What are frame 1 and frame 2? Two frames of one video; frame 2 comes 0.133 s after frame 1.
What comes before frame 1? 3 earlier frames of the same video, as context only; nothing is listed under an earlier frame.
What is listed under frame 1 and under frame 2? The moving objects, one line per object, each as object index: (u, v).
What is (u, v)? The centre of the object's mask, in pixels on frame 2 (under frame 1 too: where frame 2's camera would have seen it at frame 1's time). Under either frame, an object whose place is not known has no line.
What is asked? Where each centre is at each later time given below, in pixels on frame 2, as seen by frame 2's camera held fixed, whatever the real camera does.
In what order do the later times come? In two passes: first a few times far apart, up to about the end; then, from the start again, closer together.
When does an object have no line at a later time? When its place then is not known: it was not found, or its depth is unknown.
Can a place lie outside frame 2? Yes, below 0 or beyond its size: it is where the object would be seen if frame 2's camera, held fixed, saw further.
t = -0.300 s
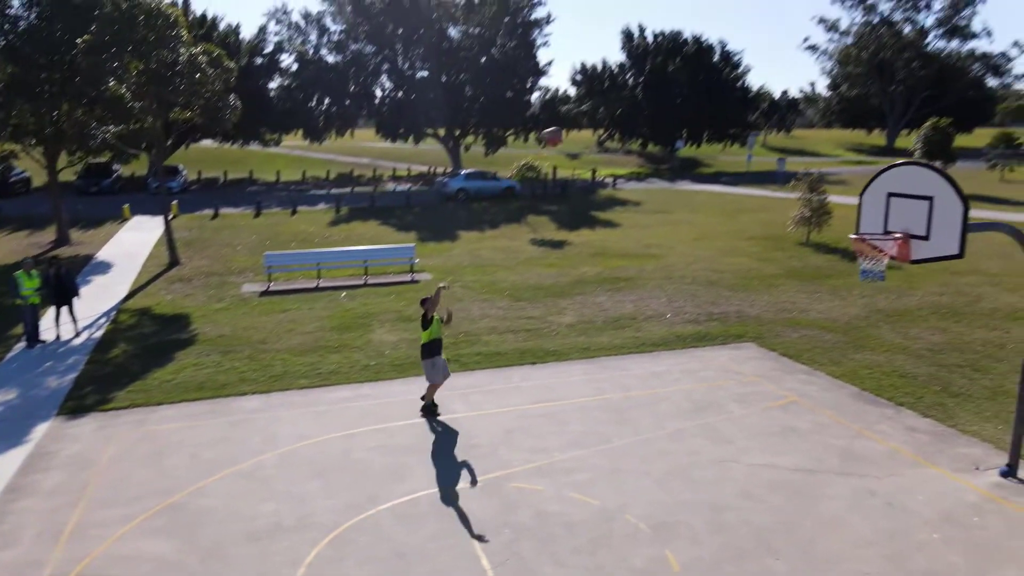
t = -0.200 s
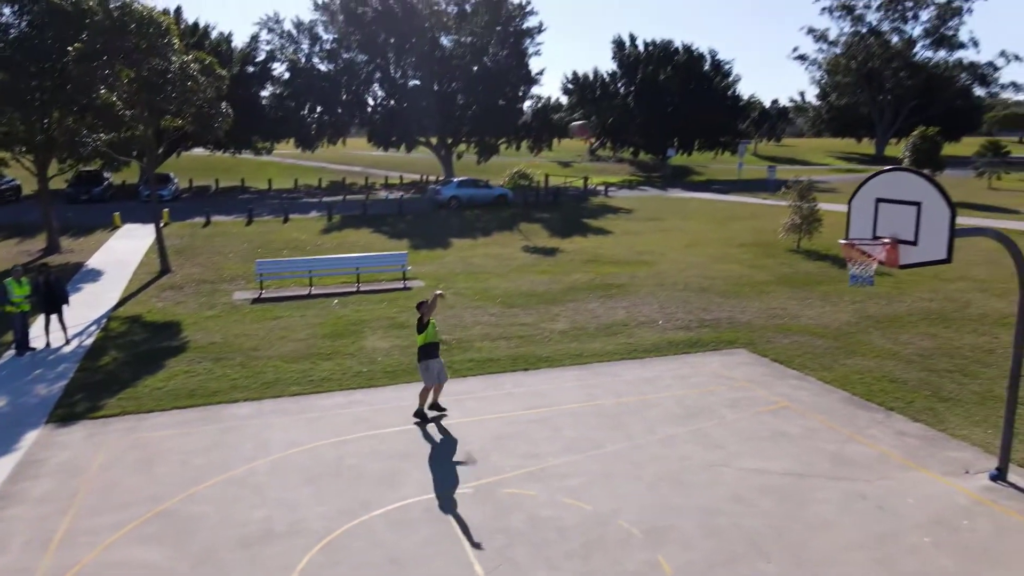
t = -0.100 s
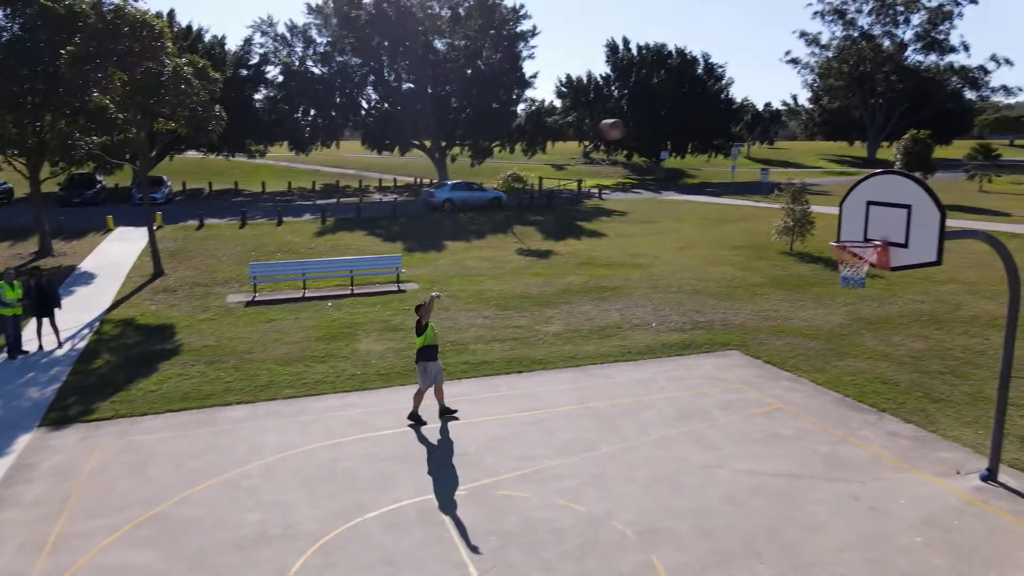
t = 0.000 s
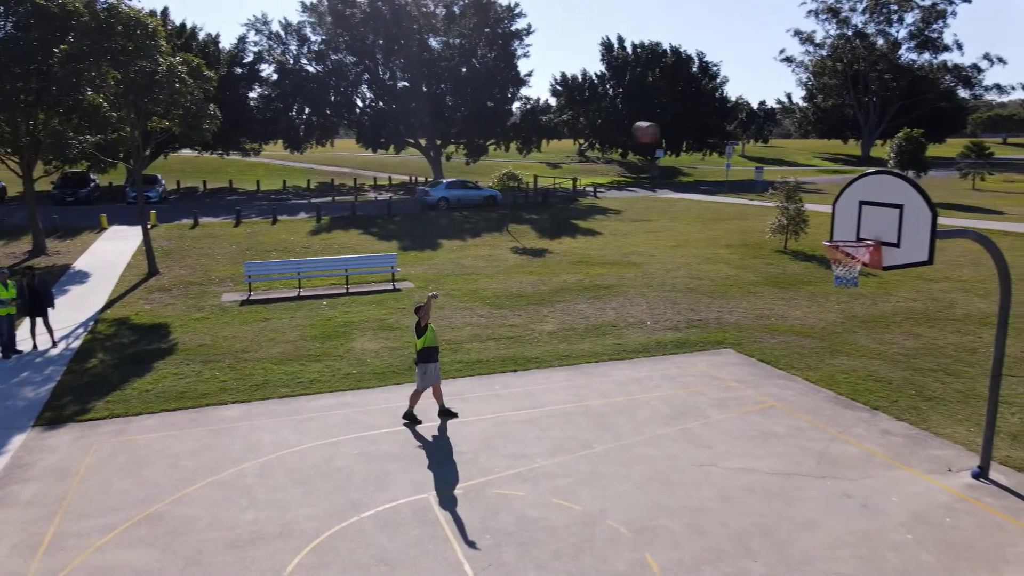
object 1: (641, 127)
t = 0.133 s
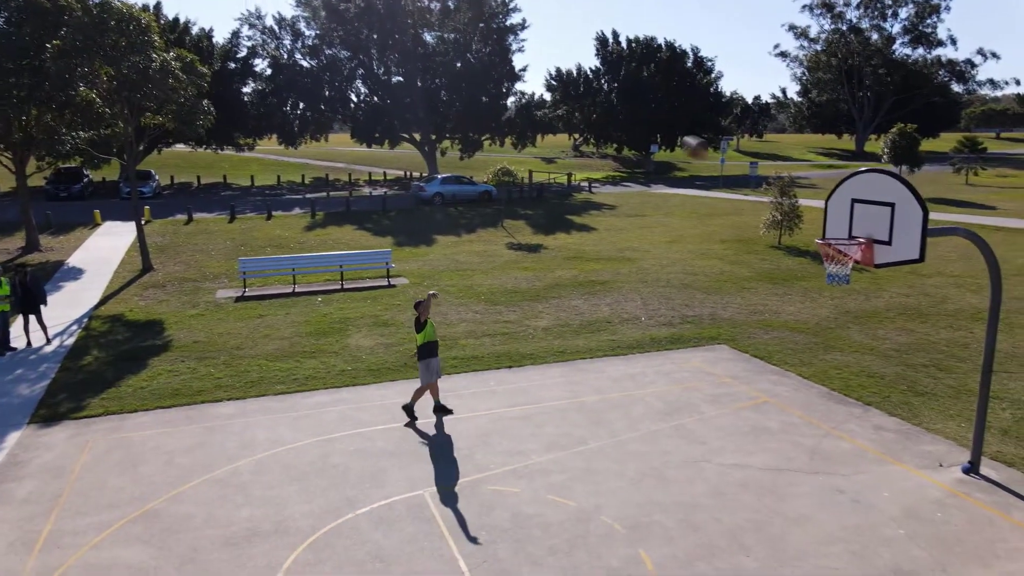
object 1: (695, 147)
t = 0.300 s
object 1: (766, 194)
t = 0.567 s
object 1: (768, 177)
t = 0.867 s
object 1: (699, 140)
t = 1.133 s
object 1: (640, 169)
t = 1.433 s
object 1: (577, 268)
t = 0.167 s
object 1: (708, 153)
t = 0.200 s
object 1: (723, 164)
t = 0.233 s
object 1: (738, 174)
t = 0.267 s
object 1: (751, 183)
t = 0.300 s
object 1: (766, 194)
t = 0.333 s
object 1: (781, 209)
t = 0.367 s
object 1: (796, 222)
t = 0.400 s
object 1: (807, 233)
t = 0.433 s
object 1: (802, 221)
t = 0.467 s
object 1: (795, 209)
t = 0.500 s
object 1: (785, 196)
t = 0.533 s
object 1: (777, 185)
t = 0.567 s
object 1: (768, 177)
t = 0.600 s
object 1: (763, 172)
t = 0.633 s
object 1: (754, 162)
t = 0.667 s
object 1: (745, 158)
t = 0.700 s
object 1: (737, 152)
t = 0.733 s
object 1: (730, 147)
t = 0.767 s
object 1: (722, 143)
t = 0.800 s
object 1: (715, 142)
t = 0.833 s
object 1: (707, 141)
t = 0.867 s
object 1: (699, 140)
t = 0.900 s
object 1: (692, 141)
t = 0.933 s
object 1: (684, 142)
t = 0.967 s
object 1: (677, 143)
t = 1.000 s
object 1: (668, 147)
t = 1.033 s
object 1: (661, 151)
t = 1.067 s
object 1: (653, 156)
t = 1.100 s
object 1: (646, 162)
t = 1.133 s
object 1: (640, 169)
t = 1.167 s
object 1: (632, 176)
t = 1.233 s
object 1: (618, 195)
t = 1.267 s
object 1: (611, 205)
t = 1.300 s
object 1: (605, 216)
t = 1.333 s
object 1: (597, 229)
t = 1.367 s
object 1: (591, 242)
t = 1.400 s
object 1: (584, 255)
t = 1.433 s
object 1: (577, 268)
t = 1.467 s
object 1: (571, 284)
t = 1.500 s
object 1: (564, 300)
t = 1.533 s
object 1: (558, 317)
